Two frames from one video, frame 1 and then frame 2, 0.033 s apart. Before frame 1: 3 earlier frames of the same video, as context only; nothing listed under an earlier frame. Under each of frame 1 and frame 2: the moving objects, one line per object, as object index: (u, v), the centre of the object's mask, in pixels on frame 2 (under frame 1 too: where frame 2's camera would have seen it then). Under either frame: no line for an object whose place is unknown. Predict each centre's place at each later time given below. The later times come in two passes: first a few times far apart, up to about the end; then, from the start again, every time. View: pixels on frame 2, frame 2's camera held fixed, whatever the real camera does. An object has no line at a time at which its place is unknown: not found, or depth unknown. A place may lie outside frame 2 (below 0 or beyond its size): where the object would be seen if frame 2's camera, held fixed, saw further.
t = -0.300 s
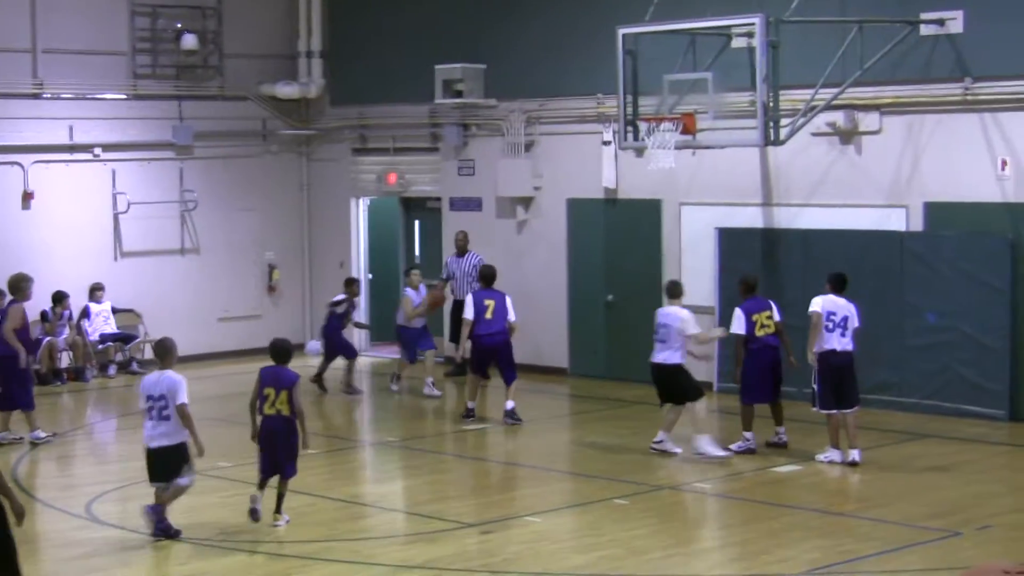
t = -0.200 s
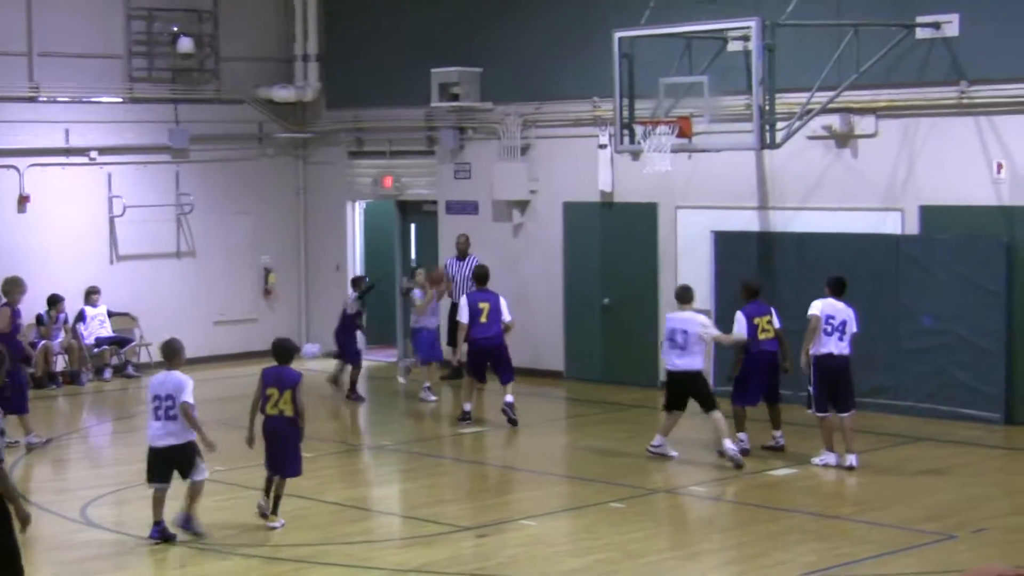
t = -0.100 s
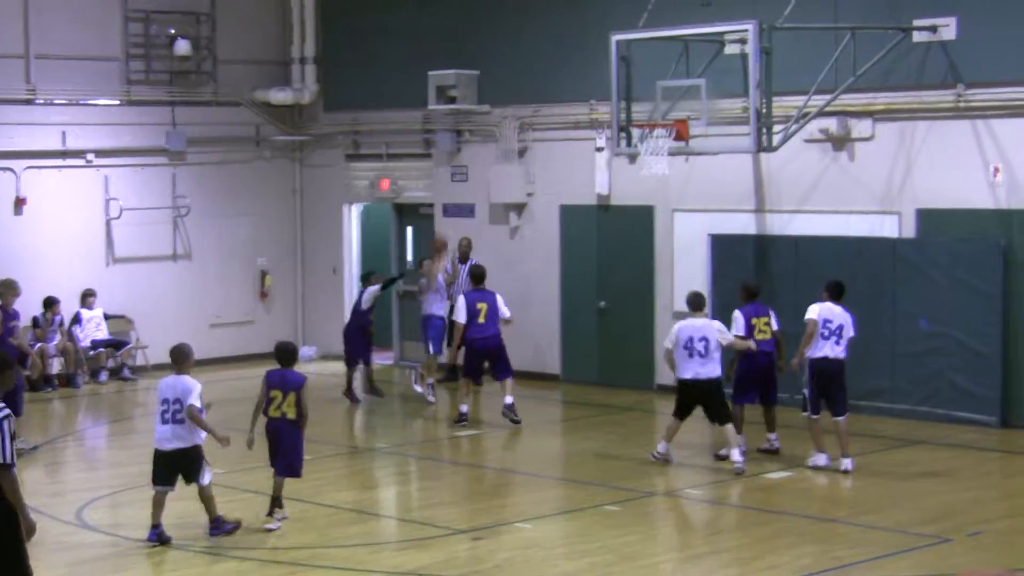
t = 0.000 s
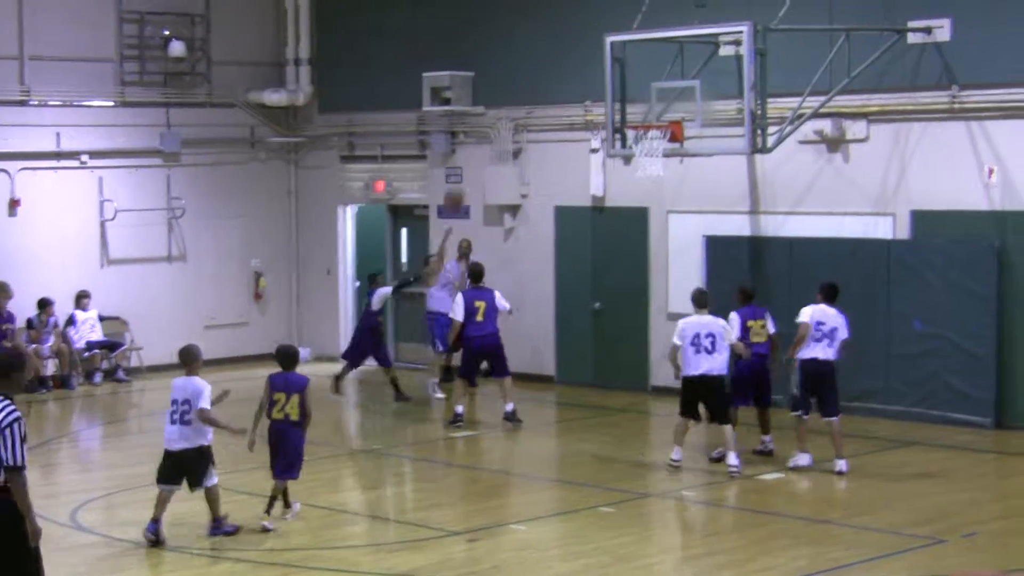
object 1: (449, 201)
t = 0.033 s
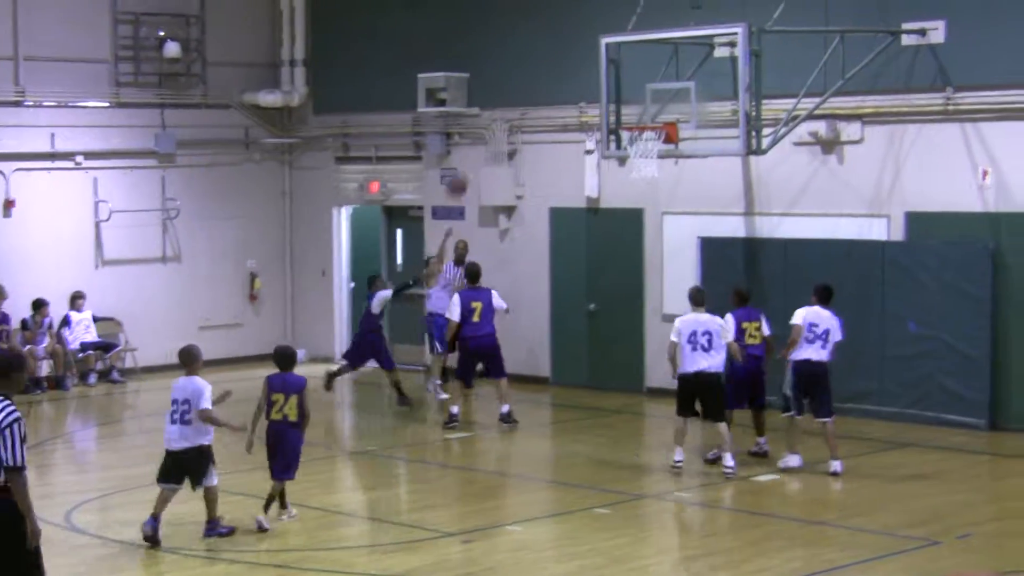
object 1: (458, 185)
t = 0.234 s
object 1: (507, 119)
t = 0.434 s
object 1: (560, 84)
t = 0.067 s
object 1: (466, 173)
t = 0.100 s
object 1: (473, 161)
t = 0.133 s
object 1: (481, 150)
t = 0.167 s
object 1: (490, 138)
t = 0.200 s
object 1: (498, 128)
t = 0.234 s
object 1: (507, 119)
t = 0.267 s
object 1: (516, 112)
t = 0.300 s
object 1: (524, 104)
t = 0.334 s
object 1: (534, 98)
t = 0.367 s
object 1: (543, 92)
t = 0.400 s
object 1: (551, 88)
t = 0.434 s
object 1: (560, 84)
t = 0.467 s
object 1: (569, 82)
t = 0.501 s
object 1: (579, 80)
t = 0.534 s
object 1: (591, 78)
